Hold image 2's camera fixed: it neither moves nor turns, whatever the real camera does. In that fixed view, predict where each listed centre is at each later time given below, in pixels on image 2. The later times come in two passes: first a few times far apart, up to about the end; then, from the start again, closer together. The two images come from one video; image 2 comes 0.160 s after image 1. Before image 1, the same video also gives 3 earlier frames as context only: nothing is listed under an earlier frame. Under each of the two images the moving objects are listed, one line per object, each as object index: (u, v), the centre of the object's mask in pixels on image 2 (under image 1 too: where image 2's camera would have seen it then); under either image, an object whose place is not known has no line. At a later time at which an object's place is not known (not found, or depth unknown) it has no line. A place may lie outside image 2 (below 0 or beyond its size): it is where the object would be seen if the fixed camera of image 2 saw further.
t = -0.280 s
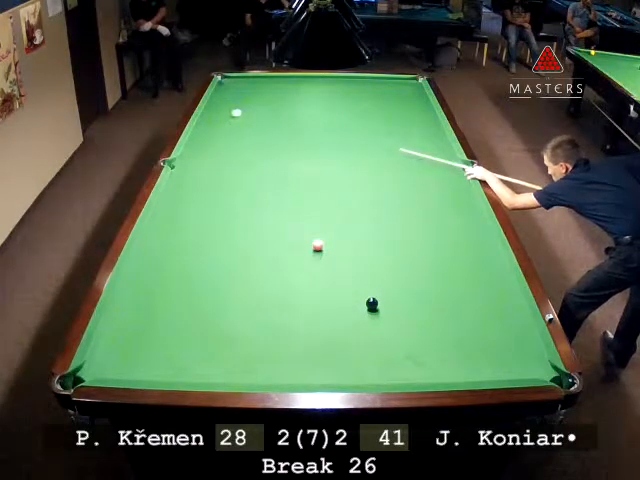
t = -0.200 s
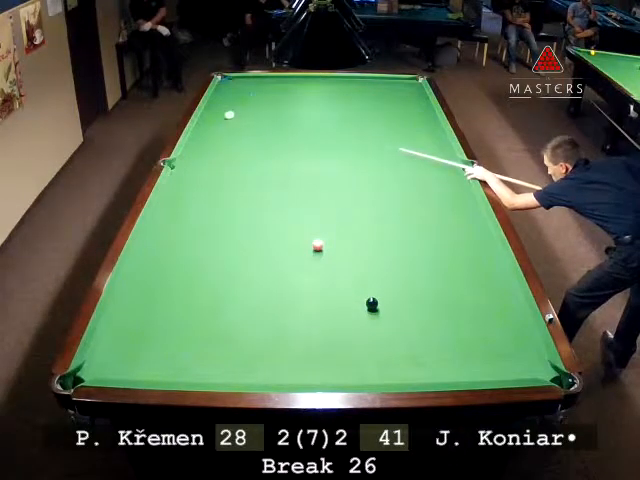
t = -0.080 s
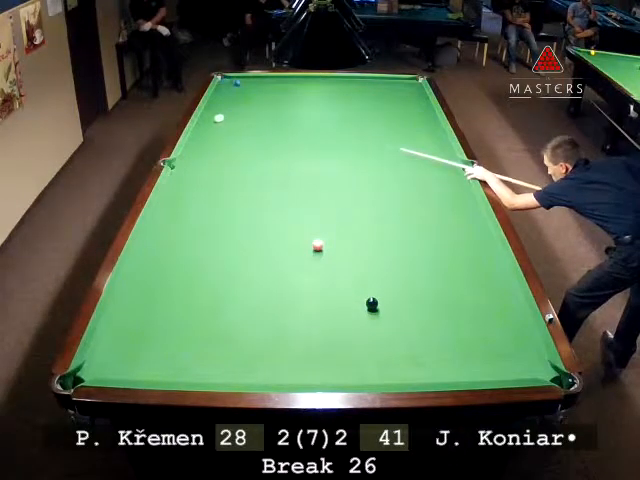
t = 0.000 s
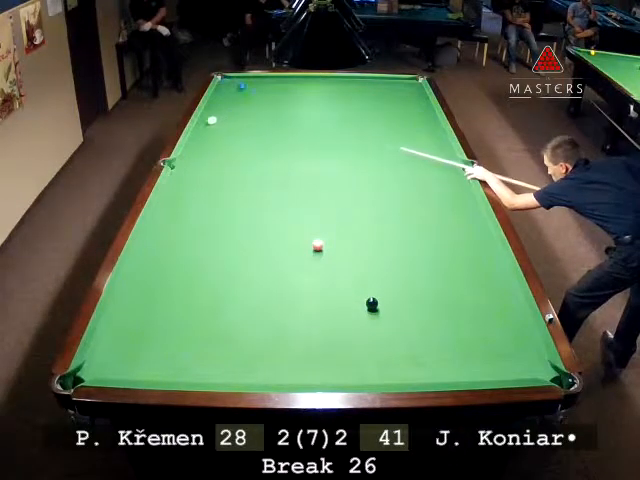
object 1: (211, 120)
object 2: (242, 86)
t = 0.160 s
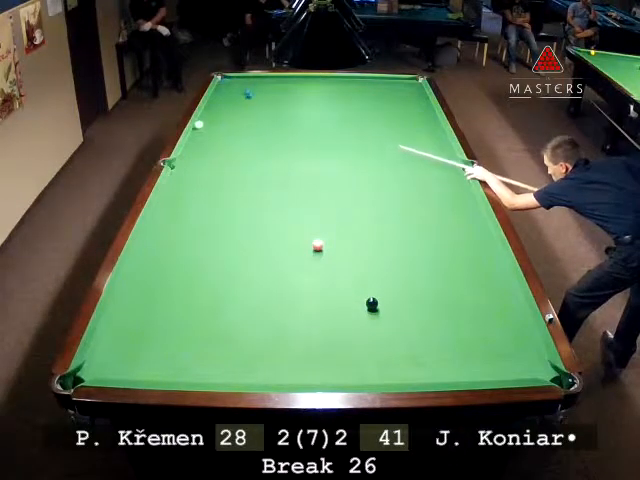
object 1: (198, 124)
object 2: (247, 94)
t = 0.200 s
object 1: (199, 125)
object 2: (250, 96)
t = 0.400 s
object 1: (207, 131)
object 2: (259, 107)
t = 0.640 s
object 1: (215, 138)
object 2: (272, 122)
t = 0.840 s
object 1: (223, 144)
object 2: (283, 134)
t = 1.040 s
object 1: (231, 150)
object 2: (296, 148)
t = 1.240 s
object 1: (239, 155)
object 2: (310, 164)
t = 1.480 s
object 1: (250, 163)
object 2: (329, 184)
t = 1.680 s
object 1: (258, 169)
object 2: (346, 204)
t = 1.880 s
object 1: (266, 175)
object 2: (364, 225)
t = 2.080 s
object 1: (274, 181)
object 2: (385, 248)
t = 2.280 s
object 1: (283, 186)
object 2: (408, 274)
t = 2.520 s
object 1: (292, 193)
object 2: (437, 309)
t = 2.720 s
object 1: (301, 198)
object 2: (464, 340)
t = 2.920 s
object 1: (308, 203)
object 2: (492, 372)
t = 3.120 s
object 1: (315, 209)
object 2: (498, 353)
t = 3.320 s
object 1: (323, 213)
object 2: (501, 332)
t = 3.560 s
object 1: (331, 219)
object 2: (504, 310)
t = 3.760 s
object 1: (338, 224)
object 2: (506, 294)
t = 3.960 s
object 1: (344, 228)
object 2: (507, 279)
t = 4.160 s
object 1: (350, 232)
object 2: (499, 268)
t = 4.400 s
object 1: (355, 236)
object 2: (490, 256)
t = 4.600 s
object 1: (360, 239)
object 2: (483, 247)
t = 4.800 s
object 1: (364, 242)
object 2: (477, 240)
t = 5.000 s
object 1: (367, 244)
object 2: (471, 232)
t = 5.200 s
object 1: (370, 246)
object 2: (465, 225)
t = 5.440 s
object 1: (374, 247)
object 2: (460, 218)
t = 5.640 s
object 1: (375, 248)
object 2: (455, 213)
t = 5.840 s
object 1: (376, 249)
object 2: (452, 209)
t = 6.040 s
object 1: (376, 249)
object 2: (448, 205)
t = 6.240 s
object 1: (376, 249)
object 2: (445, 202)
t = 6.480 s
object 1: (376, 249)
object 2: (442, 198)
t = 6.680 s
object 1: (376, 249)
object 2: (439, 196)
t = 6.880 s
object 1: (376, 249)
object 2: (437, 193)
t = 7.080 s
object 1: (376, 249)
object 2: (436, 192)
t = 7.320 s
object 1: (376, 249)
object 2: (434, 191)
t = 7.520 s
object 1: (376, 250)
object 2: (433, 190)
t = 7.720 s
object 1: (376, 250)
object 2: (433, 190)
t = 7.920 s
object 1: (376, 250)
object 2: (433, 190)
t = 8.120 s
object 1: (376, 250)
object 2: (433, 190)
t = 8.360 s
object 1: (376, 250)
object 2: (433, 190)
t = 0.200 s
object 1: (199, 125)
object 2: (250, 96)
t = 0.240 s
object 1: (200, 127)
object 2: (251, 98)
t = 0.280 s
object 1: (203, 128)
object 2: (252, 99)
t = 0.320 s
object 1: (204, 129)
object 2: (254, 102)
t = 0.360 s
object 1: (205, 130)
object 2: (258, 105)
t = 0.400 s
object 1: (207, 131)
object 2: (259, 107)
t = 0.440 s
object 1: (208, 133)
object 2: (261, 109)
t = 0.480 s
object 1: (209, 134)
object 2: (263, 111)
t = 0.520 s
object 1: (211, 135)
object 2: (266, 114)
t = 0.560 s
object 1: (212, 136)
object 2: (268, 116)
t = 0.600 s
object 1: (214, 137)
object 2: (268, 118)
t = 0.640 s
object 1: (215, 138)
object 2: (272, 122)
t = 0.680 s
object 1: (217, 139)
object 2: (275, 123)
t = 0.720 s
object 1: (219, 141)
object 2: (276, 125)
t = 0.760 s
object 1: (220, 142)
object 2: (279, 130)
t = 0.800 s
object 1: (222, 143)
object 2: (281, 132)
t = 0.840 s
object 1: (223, 144)
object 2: (283, 134)
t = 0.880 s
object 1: (225, 145)
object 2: (286, 137)
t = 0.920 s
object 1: (226, 147)
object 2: (288, 139)
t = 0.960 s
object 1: (228, 148)
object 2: (291, 142)
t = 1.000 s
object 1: (230, 149)
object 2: (293, 145)
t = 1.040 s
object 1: (231, 150)
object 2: (296, 148)
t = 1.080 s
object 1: (233, 151)
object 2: (299, 151)
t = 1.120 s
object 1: (234, 152)
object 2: (302, 154)
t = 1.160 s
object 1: (236, 153)
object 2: (304, 156)
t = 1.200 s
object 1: (237, 155)
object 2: (307, 160)
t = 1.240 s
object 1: (239, 155)
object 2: (310, 164)
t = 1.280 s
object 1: (241, 157)
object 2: (313, 167)
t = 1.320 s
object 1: (242, 158)
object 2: (316, 171)
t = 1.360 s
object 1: (244, 159)
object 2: (319, 173)
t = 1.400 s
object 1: (246, 161)
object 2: (322, 177)
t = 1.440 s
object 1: (248, 161)
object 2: (326, 181)
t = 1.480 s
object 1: (250, 163)
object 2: (329, 184)
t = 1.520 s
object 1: (251, 164)
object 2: (332, 188)
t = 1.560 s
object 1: (253, 166)
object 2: (335, 191)
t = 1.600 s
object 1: (254, 166)
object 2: (339, 196)
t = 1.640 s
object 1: (256, 168)
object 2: (342, 199)
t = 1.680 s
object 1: (258, 169)
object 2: (346, 204)
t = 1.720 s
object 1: (259, 170)
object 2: (350, 207)
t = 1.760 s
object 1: (261, 171)
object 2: (353, 212)
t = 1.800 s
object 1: (263, 172)
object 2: (357, 216)
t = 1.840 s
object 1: (264, 173)
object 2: (361, 220)
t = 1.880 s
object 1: (266, 175)
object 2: (364, 225)
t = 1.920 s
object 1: (267, 175)
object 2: (369, 230)
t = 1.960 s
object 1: (269, 177)
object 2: (373, 234)
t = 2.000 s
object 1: (271, 178)
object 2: (377, 239)
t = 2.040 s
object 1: (273, 180)
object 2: (381, 244)
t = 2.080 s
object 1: (274, 181)
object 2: (385, 248)
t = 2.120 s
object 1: (276, 182)
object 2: (389, 253)
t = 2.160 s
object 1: (278, 183)
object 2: (394, 259)
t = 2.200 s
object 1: (279, 184)
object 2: (399, 264)
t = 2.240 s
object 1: (281, 185)
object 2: (403, 269)
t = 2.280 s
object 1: (283, 186)
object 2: (408, 274)
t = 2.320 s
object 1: (285, 187)
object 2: (413, 280)
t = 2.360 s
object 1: (286, 188)
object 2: (417, 285)
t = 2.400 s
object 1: (287, 189)
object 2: (422, 291)
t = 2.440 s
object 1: (289, 191)
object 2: (427, 297)
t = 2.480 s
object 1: (290, 191)
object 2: (432, 303)
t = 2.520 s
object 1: (292, 193)
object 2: (437, 309)
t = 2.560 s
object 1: (293, 193)
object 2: (442, 315)
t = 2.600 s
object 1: (295, 193)
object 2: (448, 321)
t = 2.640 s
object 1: (297, 196)
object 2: (453, 328)
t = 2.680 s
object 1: (299, 197)
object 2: (458, 334)
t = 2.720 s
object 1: (301, 198)
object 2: (464, 340)
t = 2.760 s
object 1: (302, 199)
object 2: (470, 347)
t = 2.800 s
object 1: (304, 200)
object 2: (475, 353)
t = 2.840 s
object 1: (305, 201)
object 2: (481, 360)
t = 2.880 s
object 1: (307, 202)
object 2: (487, 367)
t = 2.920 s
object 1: (308, 203)
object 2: (492, 372)
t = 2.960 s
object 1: (310, 204)
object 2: (495, 372)
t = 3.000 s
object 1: (311, 205)
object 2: (496, 368)
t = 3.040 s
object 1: (313, 206)
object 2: (496, 362)
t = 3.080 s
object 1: (314, 207)
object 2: (497, 359)
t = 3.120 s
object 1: (315, 209)
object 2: (498, 353)
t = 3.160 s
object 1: (317, 210)
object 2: (498, 349)
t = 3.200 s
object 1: (318, 211)
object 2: (499, 344)
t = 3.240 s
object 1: (321, 212)
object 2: (500, 340)
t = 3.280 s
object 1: (321, 212)
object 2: (500, 336)
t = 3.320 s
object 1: (323, 213)
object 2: (501, 332)
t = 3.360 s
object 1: (325, 214)
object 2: (501, 328)
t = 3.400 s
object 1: (326, 215)
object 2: (502, 325)
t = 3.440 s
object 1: (327, 216)
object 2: (502, 321)
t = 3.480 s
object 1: (329, 217)
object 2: (503, 317)
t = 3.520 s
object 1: (330, 218)
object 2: (503, 314)
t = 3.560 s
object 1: (331, 219)
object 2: (504, 310)
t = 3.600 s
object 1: (333, 220)
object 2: (504, 307)
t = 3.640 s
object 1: (334, 221)
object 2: (504, 303)
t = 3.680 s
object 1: (335, 222)
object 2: (505, 300)
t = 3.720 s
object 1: (337, 222)
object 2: (505, 297)
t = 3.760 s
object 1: (338, 224)
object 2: (506, 294)
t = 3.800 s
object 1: (339, 224)
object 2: (506, 291)
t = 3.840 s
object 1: (340, 225)
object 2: (506, 288)
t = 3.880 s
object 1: (342, 226)
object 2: (506, 285)
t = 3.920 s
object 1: (343, 227)
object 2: (507, 283)
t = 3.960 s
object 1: (344, 228)
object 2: (507, 279)
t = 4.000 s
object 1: (345, 228)
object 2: (506, 277)
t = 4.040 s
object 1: (346, 229)
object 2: (505, 275)
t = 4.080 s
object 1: (347, 230)
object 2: (503, 272)
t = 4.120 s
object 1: (349, 231)
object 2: (501, 270)
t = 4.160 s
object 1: (350, 232)
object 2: (499, 268)
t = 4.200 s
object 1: (350, 232)
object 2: (498, 266)
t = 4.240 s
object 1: (352, 233)
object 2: (496, 264)
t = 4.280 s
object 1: (352, 234)
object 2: (495, 262)
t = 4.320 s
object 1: (354, 235)
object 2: (493, 261)
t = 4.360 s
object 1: (354, 235)
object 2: (492, 259)
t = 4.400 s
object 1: (355, 236)
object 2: (490, 256)
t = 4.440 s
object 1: (356, 237)
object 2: (488, 254)
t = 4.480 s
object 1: (357, 237)
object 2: (487, 253)
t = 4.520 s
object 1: (358, 238)
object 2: (486, 251)
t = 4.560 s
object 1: (359, 238)
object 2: (485, 249)
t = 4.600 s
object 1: (360, 239)
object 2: (483, 247)
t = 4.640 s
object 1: (361, 240)
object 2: (482, 245)
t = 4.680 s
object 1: (362, 240)
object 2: (480, 244)
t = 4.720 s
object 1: (362, 240)
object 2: (479, 243)
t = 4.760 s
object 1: (363, 241)
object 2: (478, 241)
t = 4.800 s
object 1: (364, 242)
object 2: (477, 240)
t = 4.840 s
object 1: (365, 242)
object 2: (475, 237)
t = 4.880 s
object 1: (366, 243)
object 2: (474, 236)
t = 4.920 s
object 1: (366, 243)
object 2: (473, 235)
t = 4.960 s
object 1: (367, 244)
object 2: (472, 233)
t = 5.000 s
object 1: (367, 244)
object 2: (471, 232)
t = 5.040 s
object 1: (368, 245)
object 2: (470, 230)
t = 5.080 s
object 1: (368, 245)
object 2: (469, 229)
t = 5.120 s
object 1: (369, 245)
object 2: (467, 228)
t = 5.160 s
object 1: (370, 245)
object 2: (466, 226)
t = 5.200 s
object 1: (370, 246)
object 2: (465, 225)
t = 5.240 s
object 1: (371, 246)
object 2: (464, 224)
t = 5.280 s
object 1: (371, 246)
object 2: (463, 223)
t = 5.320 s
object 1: (372, 247)
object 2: (462, 222)
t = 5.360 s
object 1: (372, 247)
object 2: (462, 221)
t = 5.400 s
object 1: (373, 247)
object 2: (461, 219)
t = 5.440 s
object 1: (374, 247)
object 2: (460, 218)
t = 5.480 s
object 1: (374, 248)
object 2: (459, 217)
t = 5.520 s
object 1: (374, 248)
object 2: (458, 216)
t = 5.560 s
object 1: (374, 248)
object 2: (457, 215)
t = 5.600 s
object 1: (375, 248)
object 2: (456, 214)
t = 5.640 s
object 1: (375, 248)
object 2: (455, 213)
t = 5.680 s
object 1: (375, 248)
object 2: (455, 212)
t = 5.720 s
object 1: (375, 248)
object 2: (454, 211)
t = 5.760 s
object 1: (376, 249)
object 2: (453, 210)
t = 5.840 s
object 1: (376, 249)
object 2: (452, 209)
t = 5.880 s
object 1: (376, 249)
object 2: (451, 208)
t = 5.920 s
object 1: (376, 249)
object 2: (450, 207)
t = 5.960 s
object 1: (376, 249)
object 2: (449, 206)
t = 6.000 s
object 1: (376, 249)
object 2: (449, 206)
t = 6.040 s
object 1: (376, 249)
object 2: (448, 205)
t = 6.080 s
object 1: (376, 249)
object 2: (447, 204)
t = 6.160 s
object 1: (376, 249)
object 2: (446, 203)
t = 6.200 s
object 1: (376, 249)
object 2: (445, 202)
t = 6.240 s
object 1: (376, 249)
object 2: (445, 202)
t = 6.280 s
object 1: (376, 249)
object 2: (444, 201)
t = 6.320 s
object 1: (376, 249)
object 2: (444, 200)
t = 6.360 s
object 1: (376, 249)
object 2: (443, 200)
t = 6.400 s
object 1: (376, 249)
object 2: (442, 199)
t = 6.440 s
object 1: (376, 249)
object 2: (442, 199)
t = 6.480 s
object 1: (376, 249)
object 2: (442, 198)
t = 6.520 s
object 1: (376, 249)
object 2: (441, 198)
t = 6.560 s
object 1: (376, 249)
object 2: (441, 197)
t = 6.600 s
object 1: (376, 249)
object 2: (440, 197)
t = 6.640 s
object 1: (376, 249)
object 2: (439, 196)
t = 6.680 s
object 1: (376, 249)
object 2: (439, 196)
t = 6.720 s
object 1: (376, 249)
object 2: (439, 195)
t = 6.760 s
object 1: (376, 249)
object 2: (438, 195)
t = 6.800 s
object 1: (376, 249)
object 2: (438, 194)
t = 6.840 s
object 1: (376, 249)
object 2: (438, 194)
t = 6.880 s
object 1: (376, 249)
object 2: (437, 193)
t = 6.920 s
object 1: (376, 249)
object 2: (437, 193)
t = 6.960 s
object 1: (376, 249)
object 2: (437, 193)
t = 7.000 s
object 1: (376, 249)
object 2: (436, 193)
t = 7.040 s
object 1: (376, 249)
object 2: (436, 193)
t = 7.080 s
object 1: (376, 249)
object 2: (436, 192)
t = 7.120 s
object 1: (376, 249)
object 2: (435, 192)
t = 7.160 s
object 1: (376, 249)
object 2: (435, 192)
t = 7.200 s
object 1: (376, 249)
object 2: (435, 191)
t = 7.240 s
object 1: (376, 249)
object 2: (434, 191)
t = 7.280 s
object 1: (376, 249)
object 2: (434, 191)
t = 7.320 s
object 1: (376, 249)
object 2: (434, 191)
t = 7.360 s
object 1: (376, 249)
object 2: (434, 191)
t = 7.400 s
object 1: (376, 249)
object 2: (433, 190)
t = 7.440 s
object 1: (376, 250)
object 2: (433, 190)
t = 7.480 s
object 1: (376, 250)
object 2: (433, 190)
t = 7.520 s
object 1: (376, 250)
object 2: (433, 190)
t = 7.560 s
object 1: (376, 250)
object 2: (433, 190)
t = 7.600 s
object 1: (376, 250)
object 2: (433, 190)
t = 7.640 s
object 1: (376, 250)
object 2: (433, 190)
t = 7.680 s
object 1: (376, 250)
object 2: (433, 190)
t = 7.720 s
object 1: (376, 250)
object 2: (433, 190)
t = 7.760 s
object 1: (376, 250)
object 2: (433, 190)
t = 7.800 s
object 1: (376, 250)
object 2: (433, 190)
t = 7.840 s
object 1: (376, 250)
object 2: (433, 190)
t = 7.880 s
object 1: (376, 250)
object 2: (433, 190)
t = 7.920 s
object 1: (376, 250)
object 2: (433, 190)
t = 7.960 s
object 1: (376, 250)
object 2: (433, 190)
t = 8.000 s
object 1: (376, 250)
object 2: (433, 190)
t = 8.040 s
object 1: (376, 250)
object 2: (433, 190)
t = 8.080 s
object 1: (376, 250)
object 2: (433, 190)
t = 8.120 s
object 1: (376, 250)
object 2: (433, 190)
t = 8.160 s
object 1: (376, 250)
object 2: (433, 190)
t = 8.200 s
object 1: (376, 250)
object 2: (433, 190)
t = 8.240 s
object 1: (376, 250)
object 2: (433, 190)
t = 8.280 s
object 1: (376, 250)
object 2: (433, 190)
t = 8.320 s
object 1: (376, 250)
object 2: (433, 190)
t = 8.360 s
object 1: (376, 250)
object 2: (433, 190)
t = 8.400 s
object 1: (376, 250)
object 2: (433, 190)
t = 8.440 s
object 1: (376, 250)
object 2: (433, 190)
